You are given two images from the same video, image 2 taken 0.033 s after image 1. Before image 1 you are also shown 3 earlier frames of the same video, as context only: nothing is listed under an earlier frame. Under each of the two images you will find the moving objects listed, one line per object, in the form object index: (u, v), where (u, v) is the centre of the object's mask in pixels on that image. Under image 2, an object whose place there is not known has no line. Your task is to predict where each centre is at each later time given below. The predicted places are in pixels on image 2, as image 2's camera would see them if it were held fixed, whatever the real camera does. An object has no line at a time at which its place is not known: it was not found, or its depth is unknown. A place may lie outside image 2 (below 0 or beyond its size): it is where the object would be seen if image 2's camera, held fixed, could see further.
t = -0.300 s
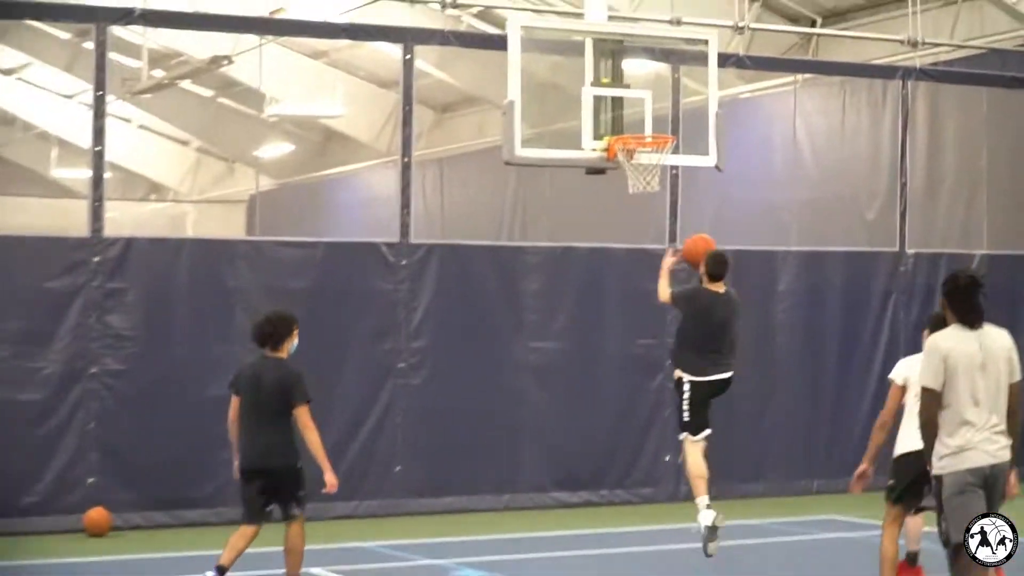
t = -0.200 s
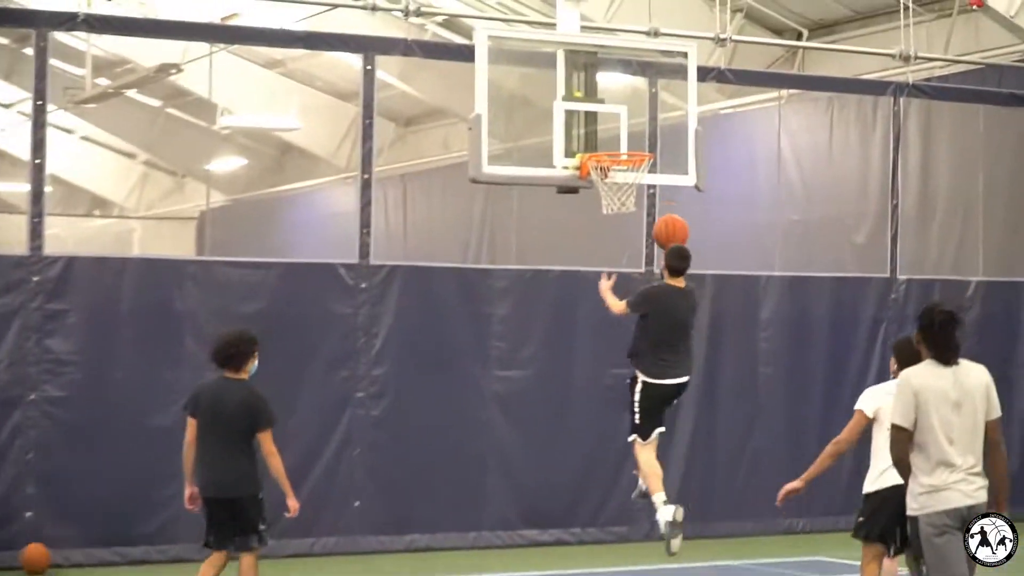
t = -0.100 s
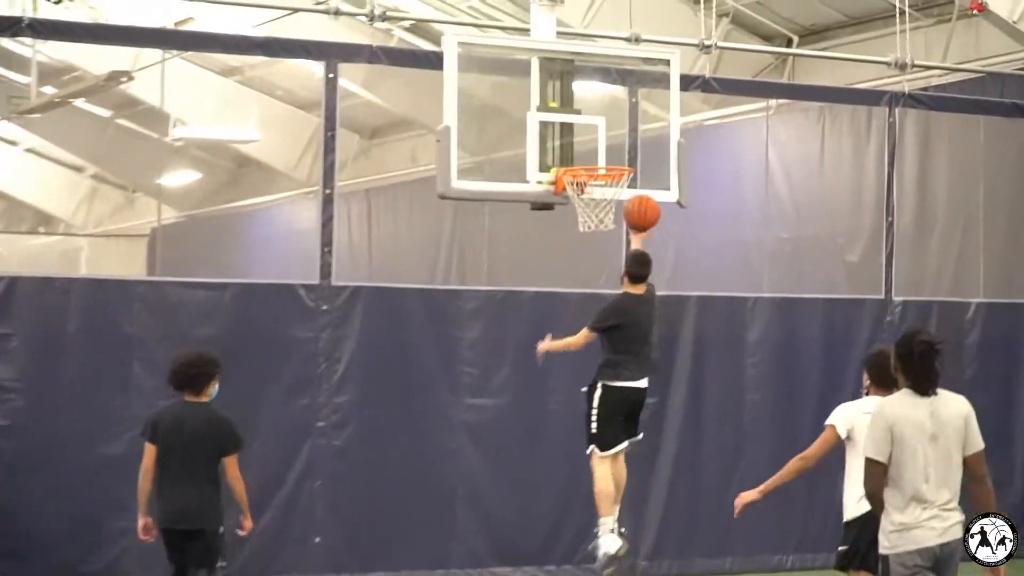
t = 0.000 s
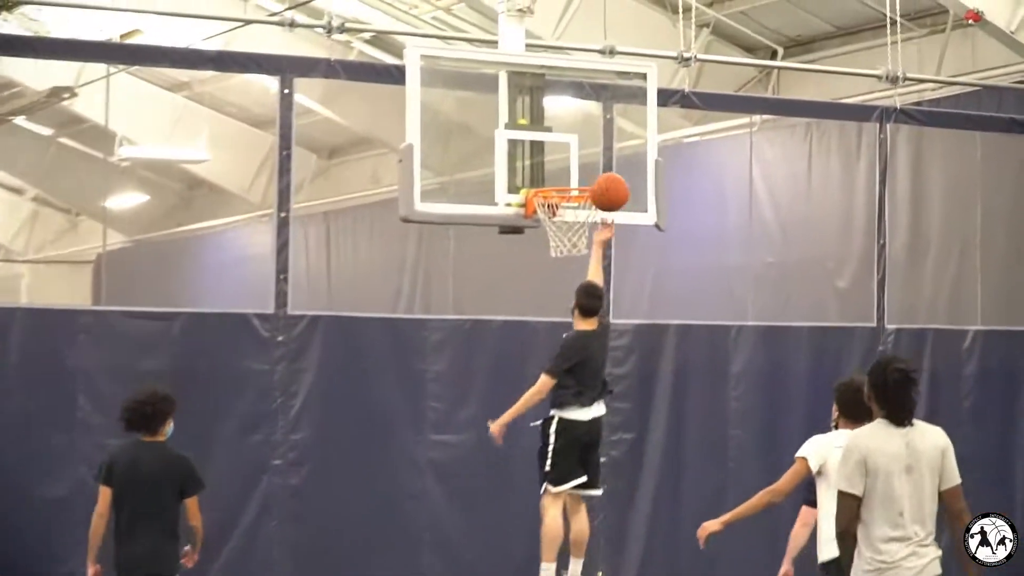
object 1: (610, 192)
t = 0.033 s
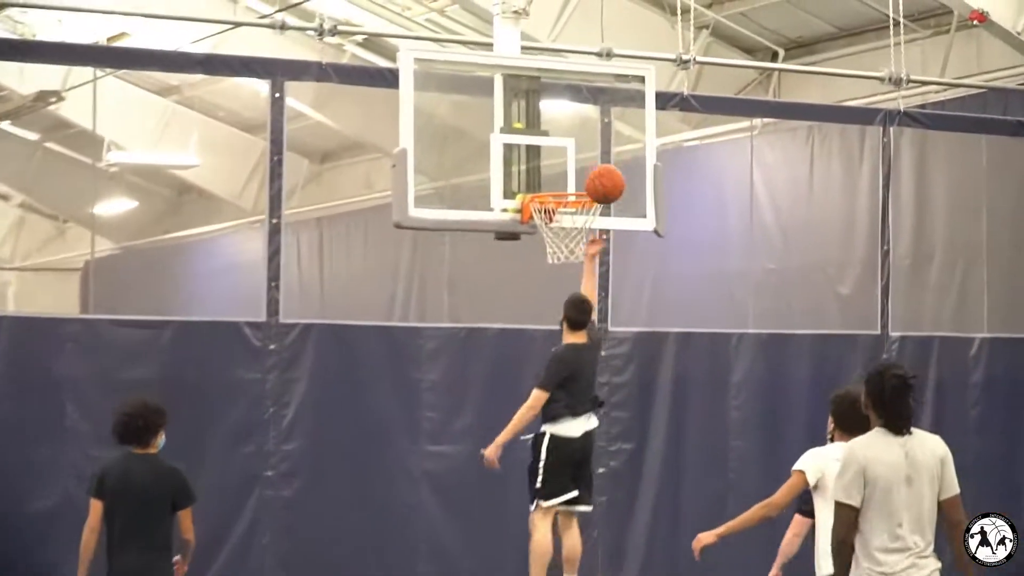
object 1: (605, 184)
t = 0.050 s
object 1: (604, 178)
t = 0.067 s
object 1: (602, 173)
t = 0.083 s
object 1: (600, 168)
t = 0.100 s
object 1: (599, 163)
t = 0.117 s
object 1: (598, 159)
